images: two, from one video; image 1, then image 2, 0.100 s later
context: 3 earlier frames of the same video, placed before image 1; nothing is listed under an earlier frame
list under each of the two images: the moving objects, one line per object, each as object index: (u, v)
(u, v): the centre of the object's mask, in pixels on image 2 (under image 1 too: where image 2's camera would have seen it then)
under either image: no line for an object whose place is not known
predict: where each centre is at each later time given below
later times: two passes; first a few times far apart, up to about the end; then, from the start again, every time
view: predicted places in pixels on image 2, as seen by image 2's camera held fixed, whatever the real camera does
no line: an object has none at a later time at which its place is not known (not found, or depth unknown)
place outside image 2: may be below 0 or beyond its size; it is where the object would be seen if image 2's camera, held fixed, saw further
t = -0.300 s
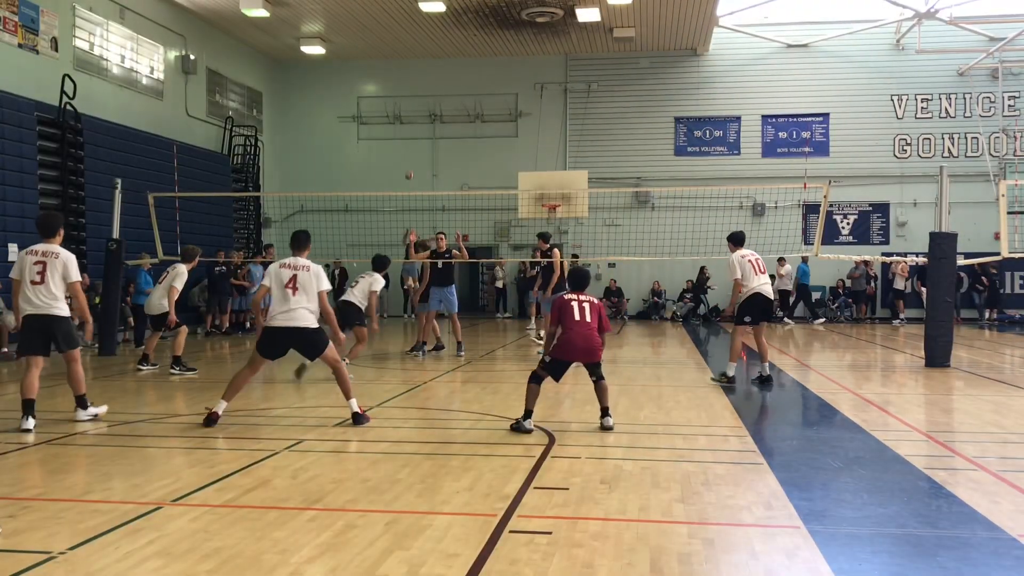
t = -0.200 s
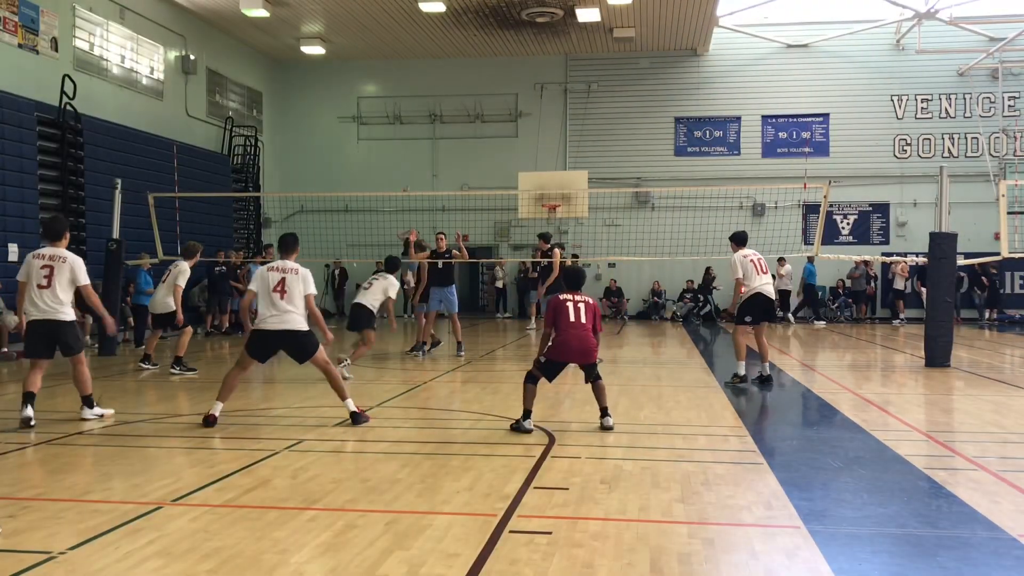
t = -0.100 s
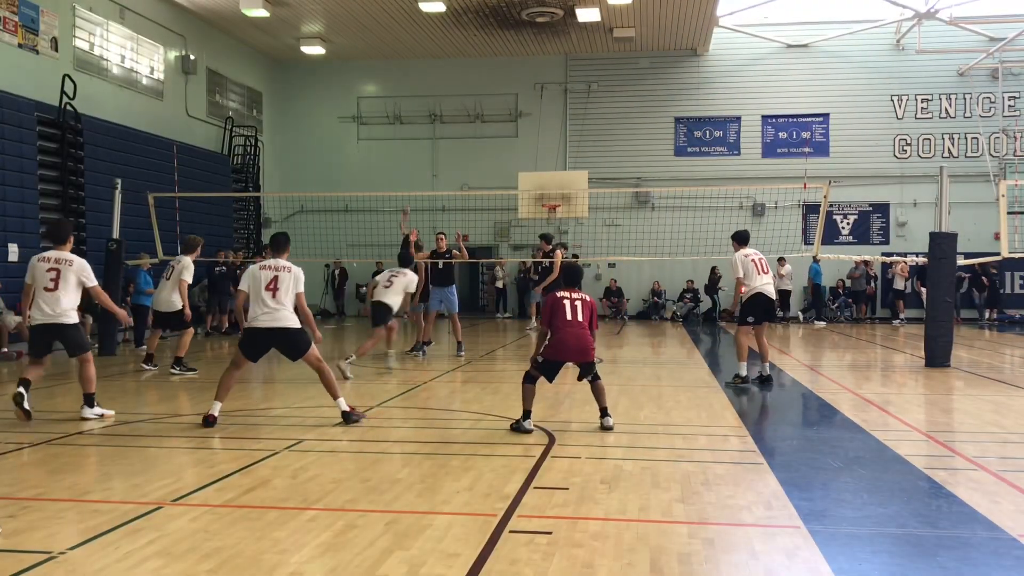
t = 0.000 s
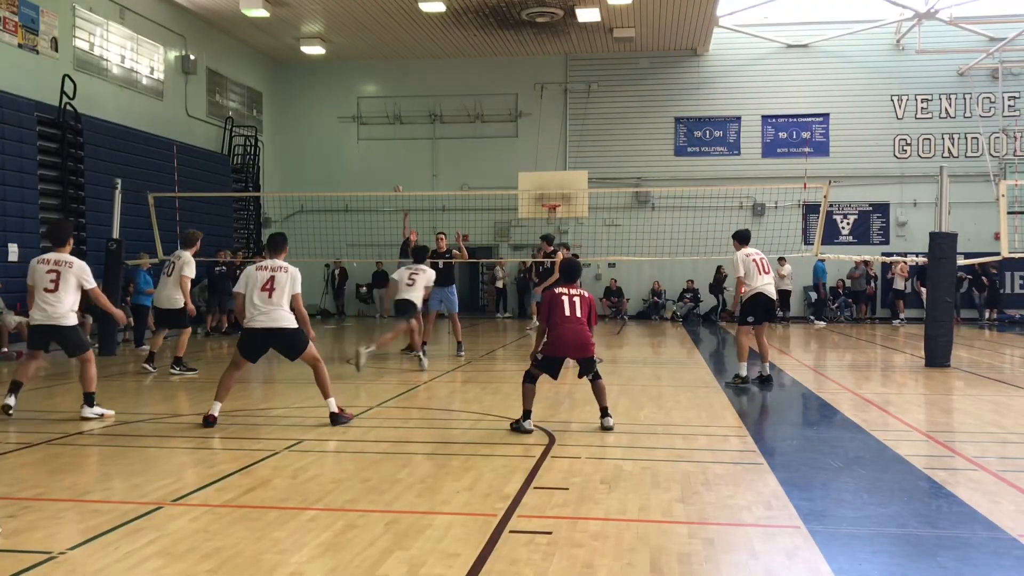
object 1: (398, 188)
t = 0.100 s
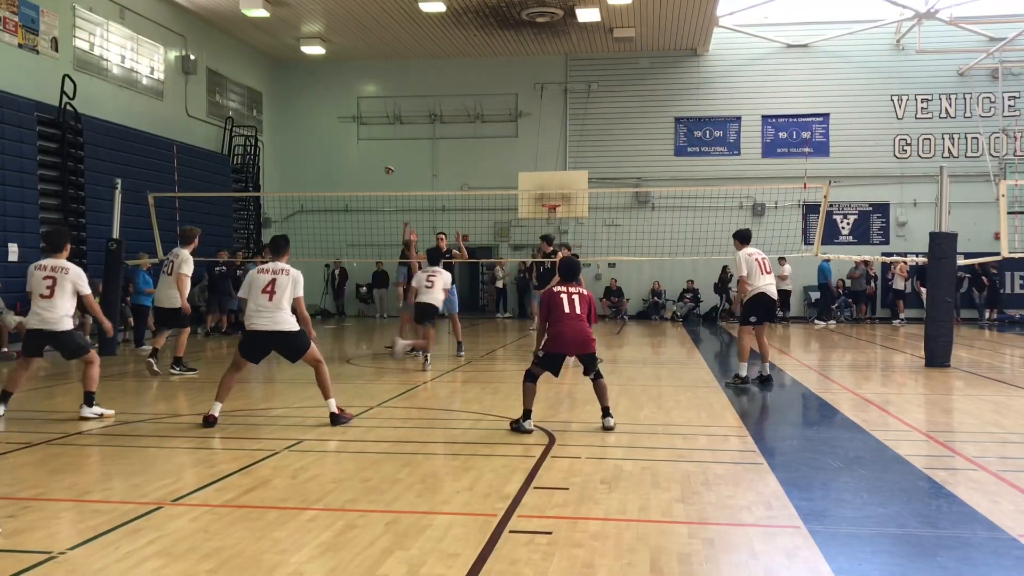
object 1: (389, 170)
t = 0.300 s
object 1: (369, 141)
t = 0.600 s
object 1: (329, 144)
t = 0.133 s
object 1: (387, 164)
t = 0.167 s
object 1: (383, 158)
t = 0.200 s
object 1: (380, 154)
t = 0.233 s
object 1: (377, 149)
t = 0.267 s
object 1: (373, 145)
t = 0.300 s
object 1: (369, 141)
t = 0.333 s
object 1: (365, 139)
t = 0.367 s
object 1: (362, 137)
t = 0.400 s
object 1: (358, 135)
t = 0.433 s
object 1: (354, 135)
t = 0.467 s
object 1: (349, 135)
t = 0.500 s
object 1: (344, 136)
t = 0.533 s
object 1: (339, 138)
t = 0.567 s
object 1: (334, 141)
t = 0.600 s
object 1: (329, 144)
